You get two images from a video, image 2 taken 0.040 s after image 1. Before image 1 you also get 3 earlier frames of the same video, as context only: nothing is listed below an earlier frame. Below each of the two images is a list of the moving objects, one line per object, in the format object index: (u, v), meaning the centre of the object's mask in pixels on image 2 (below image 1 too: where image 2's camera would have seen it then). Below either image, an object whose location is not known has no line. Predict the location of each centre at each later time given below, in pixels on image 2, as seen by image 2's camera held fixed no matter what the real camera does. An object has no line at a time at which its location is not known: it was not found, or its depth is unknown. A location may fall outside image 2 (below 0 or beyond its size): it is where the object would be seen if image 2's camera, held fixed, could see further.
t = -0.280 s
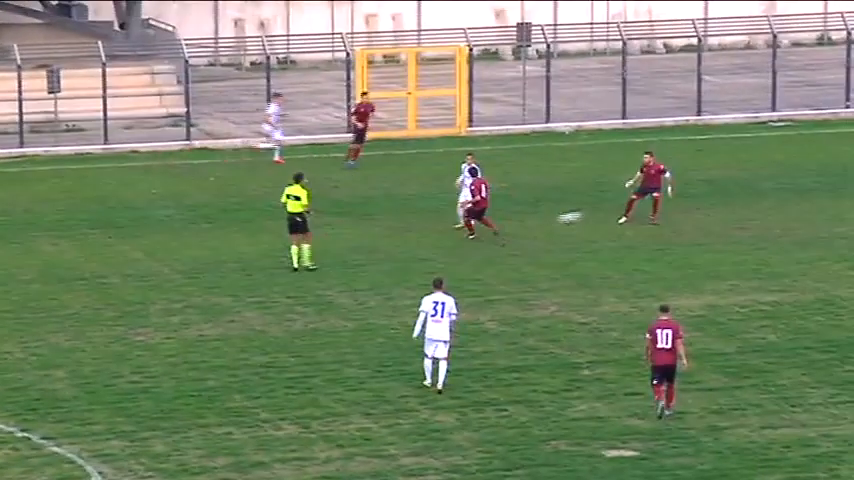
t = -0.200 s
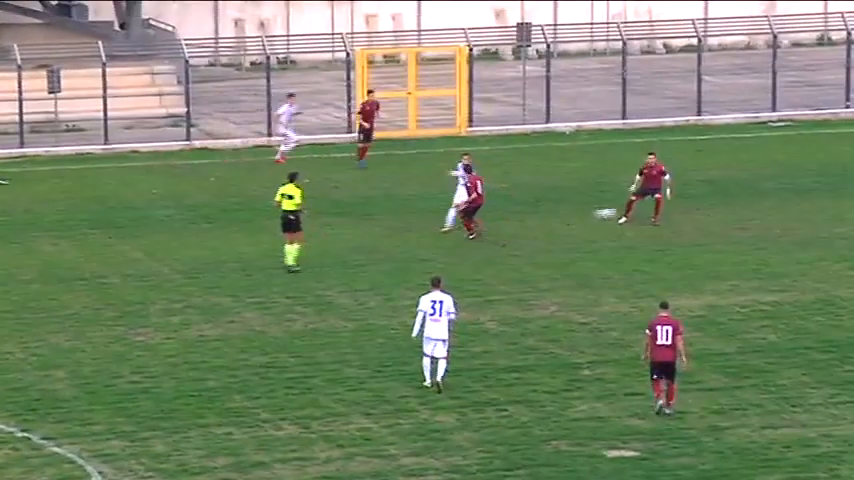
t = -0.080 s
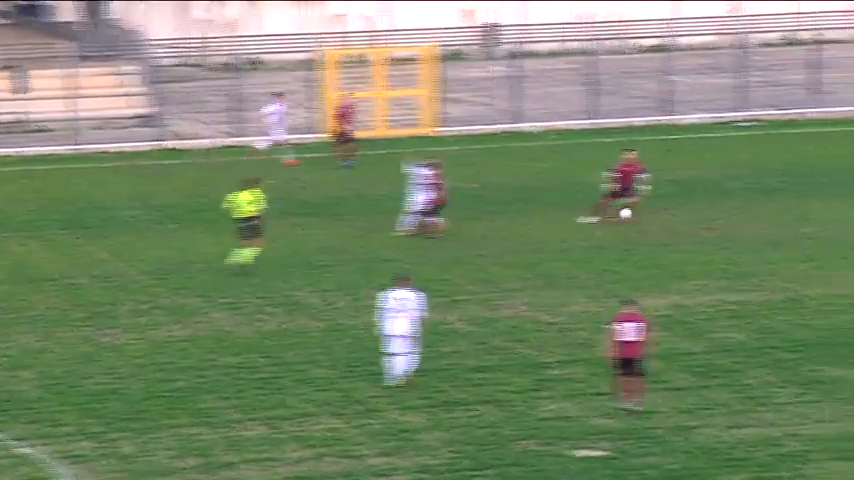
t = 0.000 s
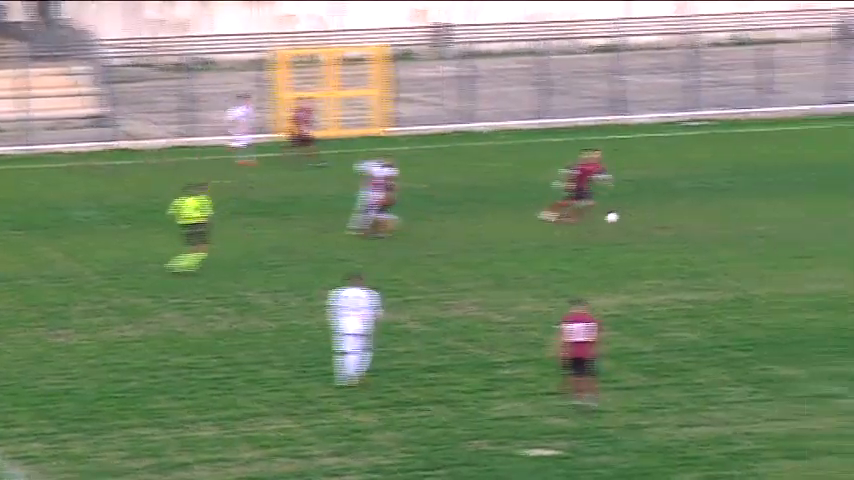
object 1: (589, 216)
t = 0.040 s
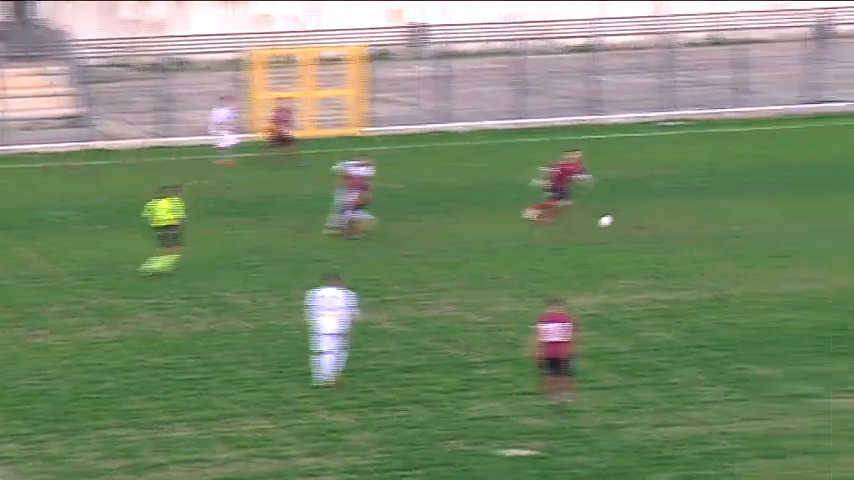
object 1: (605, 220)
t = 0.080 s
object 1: (621, 225)
